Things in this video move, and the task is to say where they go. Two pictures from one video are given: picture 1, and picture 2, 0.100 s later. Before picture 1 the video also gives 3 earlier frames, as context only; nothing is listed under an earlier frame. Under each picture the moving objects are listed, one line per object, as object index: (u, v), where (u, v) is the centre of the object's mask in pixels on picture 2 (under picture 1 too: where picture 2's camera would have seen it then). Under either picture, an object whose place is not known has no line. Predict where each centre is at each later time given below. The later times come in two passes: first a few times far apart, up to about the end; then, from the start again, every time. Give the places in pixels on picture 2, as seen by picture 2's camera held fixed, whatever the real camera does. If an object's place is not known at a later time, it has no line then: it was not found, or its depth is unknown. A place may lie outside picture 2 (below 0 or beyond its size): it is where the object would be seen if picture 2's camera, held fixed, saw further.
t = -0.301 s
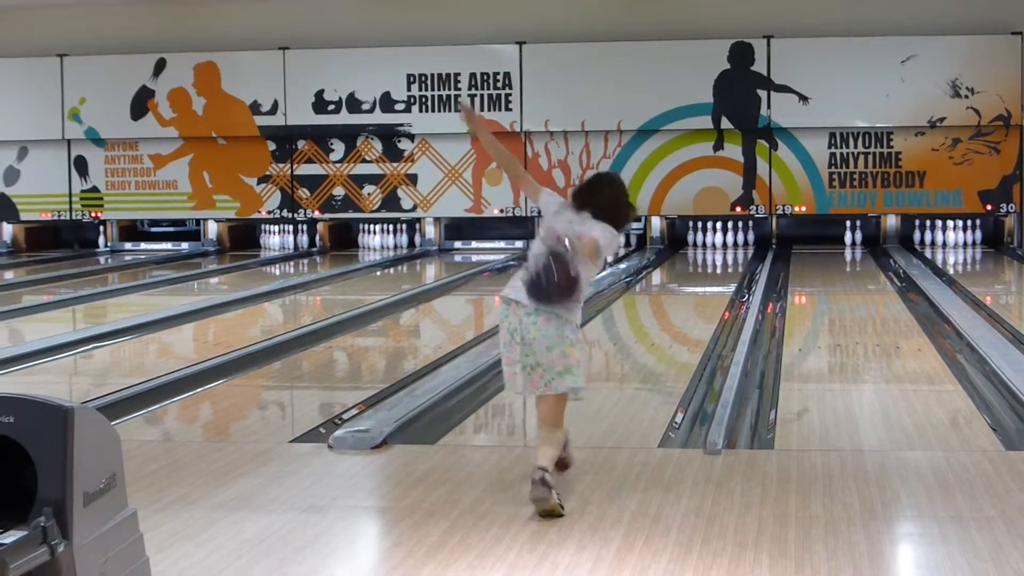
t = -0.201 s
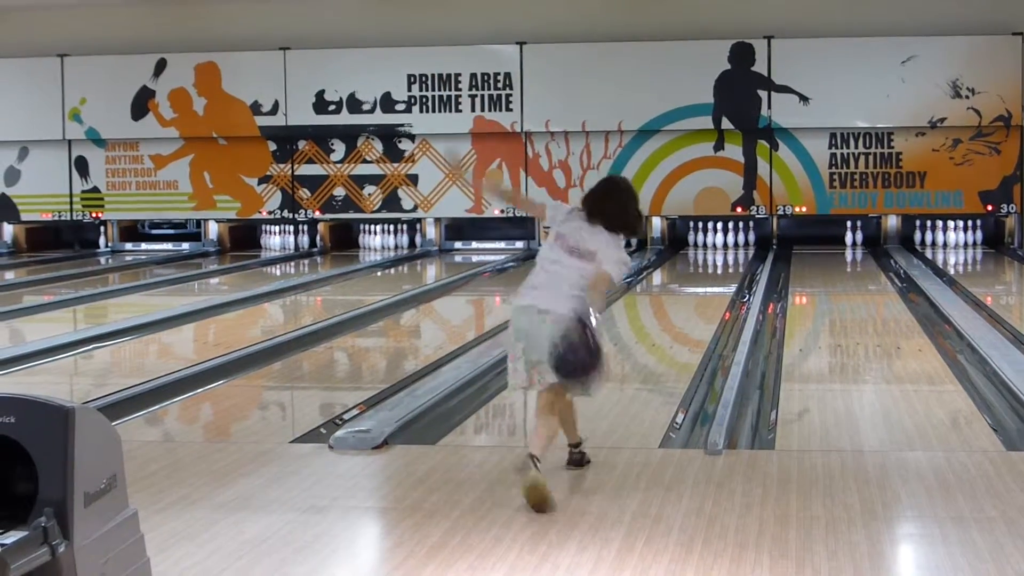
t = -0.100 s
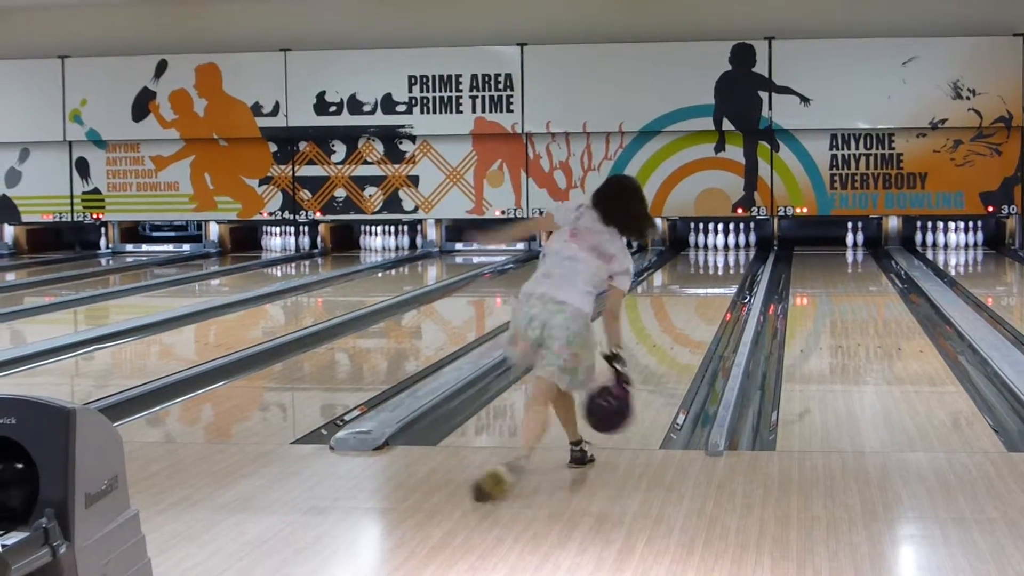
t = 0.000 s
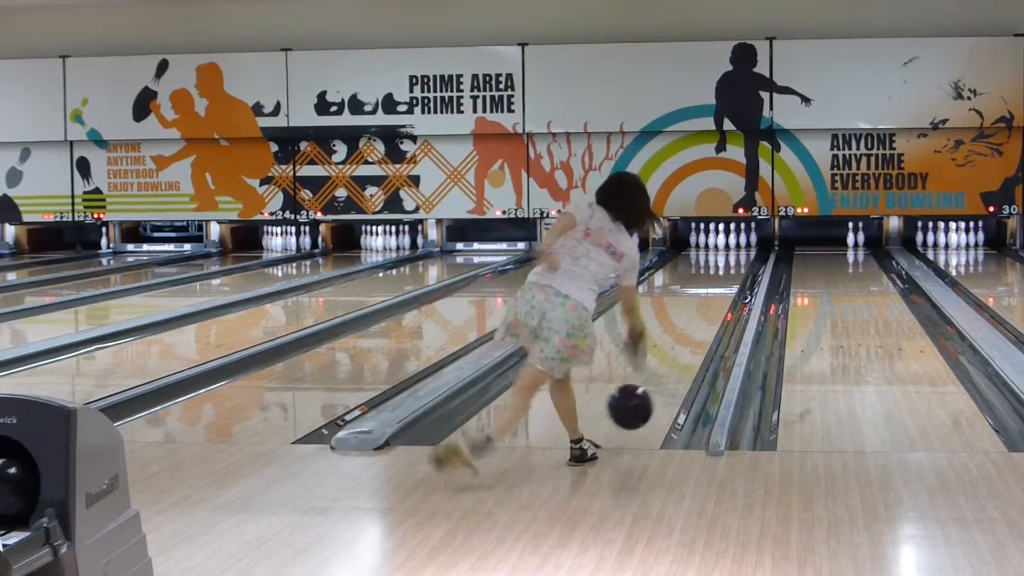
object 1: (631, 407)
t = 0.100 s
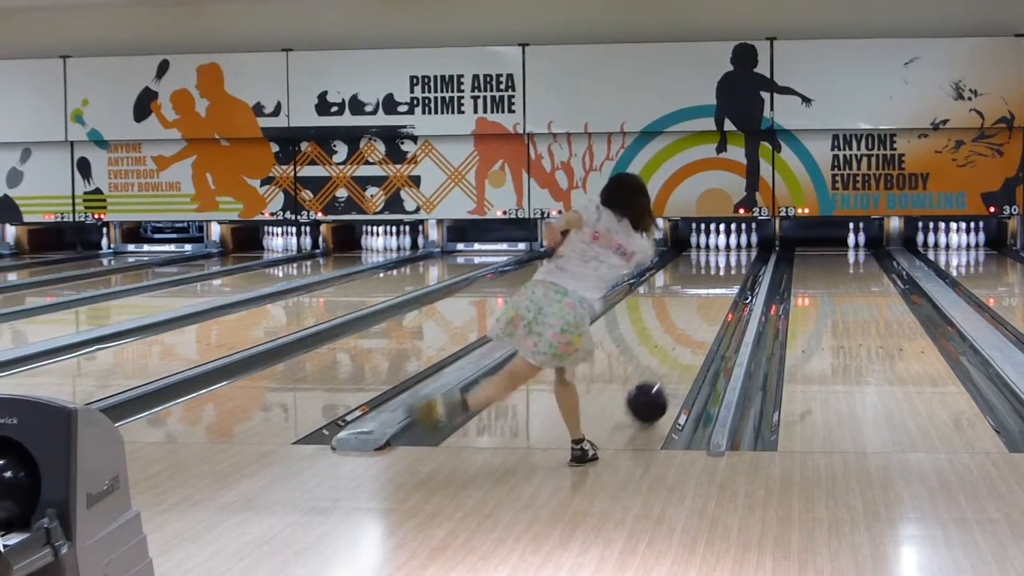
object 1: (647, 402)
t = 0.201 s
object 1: (660, 386)
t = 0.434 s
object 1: (684, 354)
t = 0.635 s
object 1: (697, 333)
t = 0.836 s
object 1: (707, 316)
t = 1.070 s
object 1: (714, 301)
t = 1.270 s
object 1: (719, 291)
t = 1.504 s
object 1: (723, 280)
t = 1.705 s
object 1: (725, 272)
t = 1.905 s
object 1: (726, 266)
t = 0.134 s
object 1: (652, 396)
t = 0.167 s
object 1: (656, 392)
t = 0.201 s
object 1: (660, 386)
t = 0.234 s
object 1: (664, 381)
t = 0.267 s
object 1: (668, 376)
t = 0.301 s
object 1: (671, 371)
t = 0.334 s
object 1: (675, 367)
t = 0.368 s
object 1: (678, 362)
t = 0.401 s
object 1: (681, 358)
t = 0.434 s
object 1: (684, 354)
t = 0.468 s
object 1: (686, 350)
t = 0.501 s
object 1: (689, 346)
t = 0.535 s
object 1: (691, 343)
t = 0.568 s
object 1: (693, 339)
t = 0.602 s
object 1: (695, 336)
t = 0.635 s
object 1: (697, 333)
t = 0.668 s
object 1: (699, 330)
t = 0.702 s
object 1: (700, 327)
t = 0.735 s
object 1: (702, 324)
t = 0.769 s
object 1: (704, 321)
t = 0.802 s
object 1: (705, 319)
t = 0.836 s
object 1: (707, 316)
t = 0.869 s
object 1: (708, 314)
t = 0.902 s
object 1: (709, 311)
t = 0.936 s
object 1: (711, 309)
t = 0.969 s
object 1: (711, 307)
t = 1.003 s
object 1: (712, 305)
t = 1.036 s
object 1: (713, 303)
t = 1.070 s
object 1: (714, 301)
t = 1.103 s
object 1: (716, 299)
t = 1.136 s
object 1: (716, 298)
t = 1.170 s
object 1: (717, 296)
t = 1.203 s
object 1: (718, 294)
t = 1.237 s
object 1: (718, 292)
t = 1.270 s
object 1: (719, 291)
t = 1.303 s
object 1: (719, 289)
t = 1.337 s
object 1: (720, 287)
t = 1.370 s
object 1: (721, 286)
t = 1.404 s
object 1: (721, 284)
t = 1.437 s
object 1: (722, 283)
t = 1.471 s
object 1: (722, 281)
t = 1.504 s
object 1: (723, 280)
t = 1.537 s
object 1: (723, 279)
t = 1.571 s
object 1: (723, 277)
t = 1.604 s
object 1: (724, 276)
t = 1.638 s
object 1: (724, 275)
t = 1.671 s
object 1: (724, 274)
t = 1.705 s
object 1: (725, 272)
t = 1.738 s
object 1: (725, 271)
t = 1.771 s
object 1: (725, 270)
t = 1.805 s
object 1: (726, 269)
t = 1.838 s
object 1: (726, 268)
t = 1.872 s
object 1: (726, 267)
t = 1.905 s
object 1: (726, 266)
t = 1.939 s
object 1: (726, 265)
